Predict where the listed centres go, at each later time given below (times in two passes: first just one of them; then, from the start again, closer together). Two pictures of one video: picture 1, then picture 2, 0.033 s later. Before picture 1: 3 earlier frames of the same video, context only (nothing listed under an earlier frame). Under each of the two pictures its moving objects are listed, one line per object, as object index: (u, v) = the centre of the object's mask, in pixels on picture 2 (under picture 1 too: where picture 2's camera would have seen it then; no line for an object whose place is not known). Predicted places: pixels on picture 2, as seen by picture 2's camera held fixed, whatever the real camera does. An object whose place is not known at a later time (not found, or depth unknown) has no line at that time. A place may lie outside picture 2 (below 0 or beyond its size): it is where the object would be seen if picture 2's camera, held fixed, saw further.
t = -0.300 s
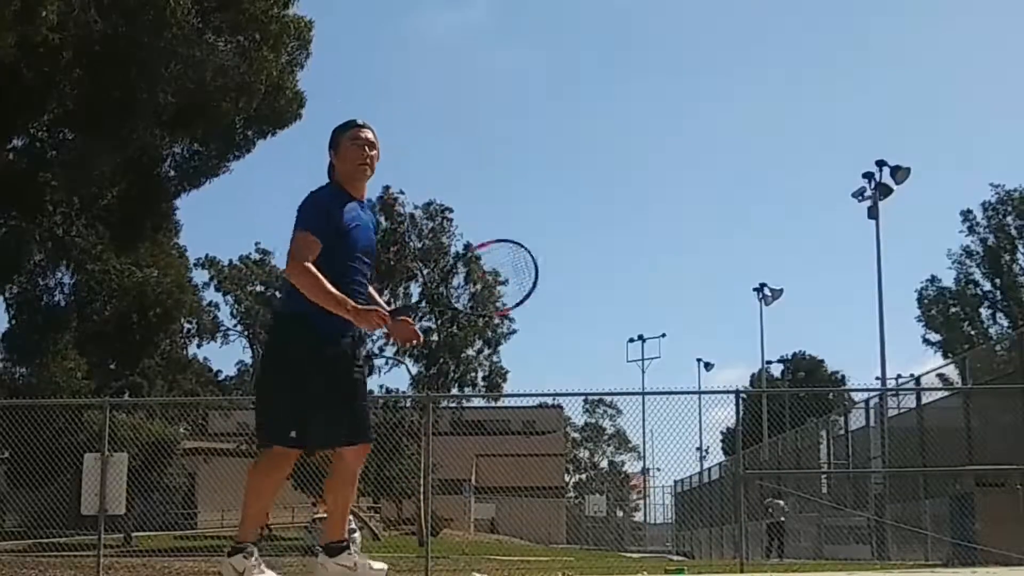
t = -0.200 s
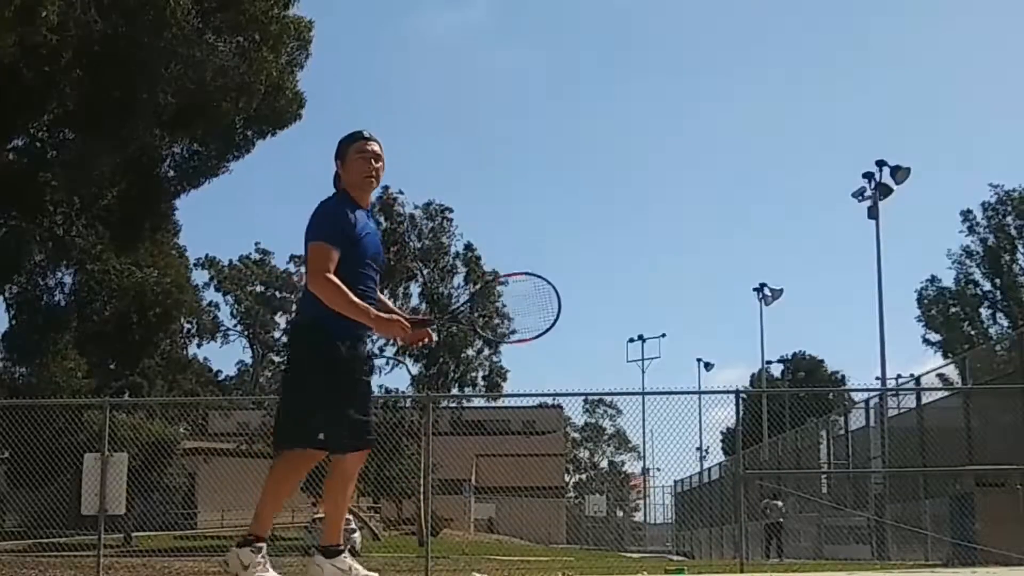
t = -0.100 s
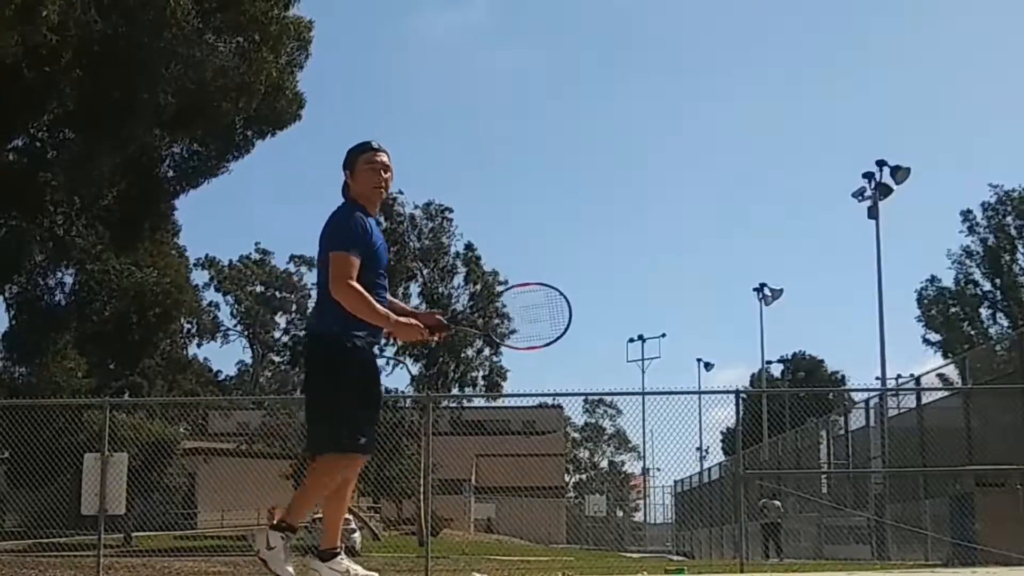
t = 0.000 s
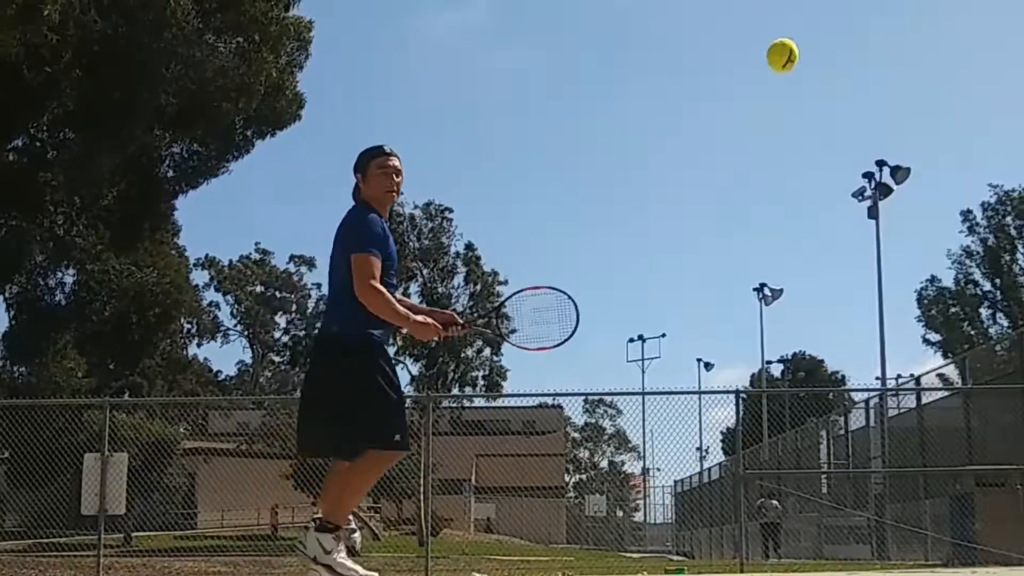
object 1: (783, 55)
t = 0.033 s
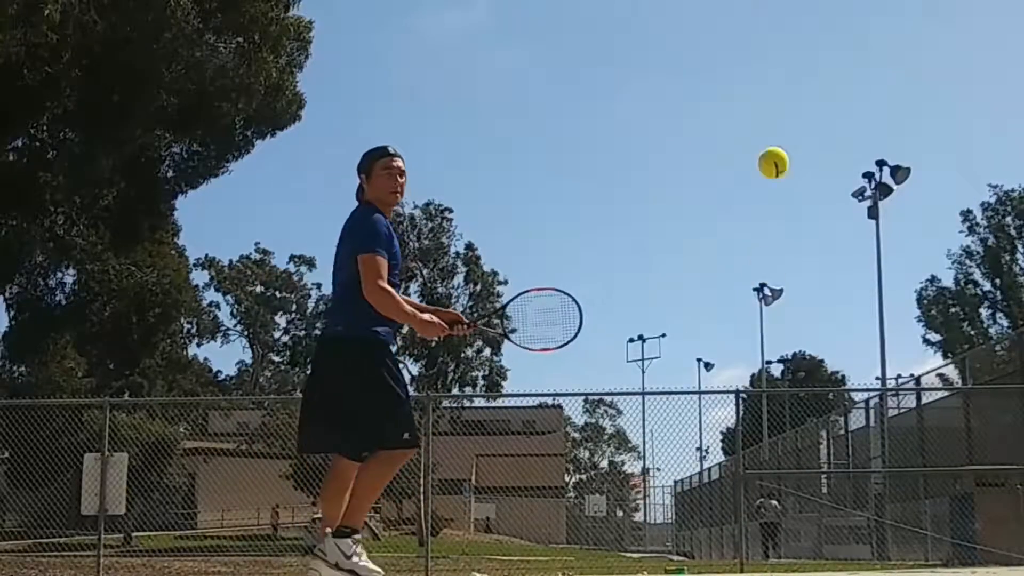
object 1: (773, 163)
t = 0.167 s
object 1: (746, 553)
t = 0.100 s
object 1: (758, 364)
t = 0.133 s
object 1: (752, 459)
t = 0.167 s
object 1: (746, 553)
